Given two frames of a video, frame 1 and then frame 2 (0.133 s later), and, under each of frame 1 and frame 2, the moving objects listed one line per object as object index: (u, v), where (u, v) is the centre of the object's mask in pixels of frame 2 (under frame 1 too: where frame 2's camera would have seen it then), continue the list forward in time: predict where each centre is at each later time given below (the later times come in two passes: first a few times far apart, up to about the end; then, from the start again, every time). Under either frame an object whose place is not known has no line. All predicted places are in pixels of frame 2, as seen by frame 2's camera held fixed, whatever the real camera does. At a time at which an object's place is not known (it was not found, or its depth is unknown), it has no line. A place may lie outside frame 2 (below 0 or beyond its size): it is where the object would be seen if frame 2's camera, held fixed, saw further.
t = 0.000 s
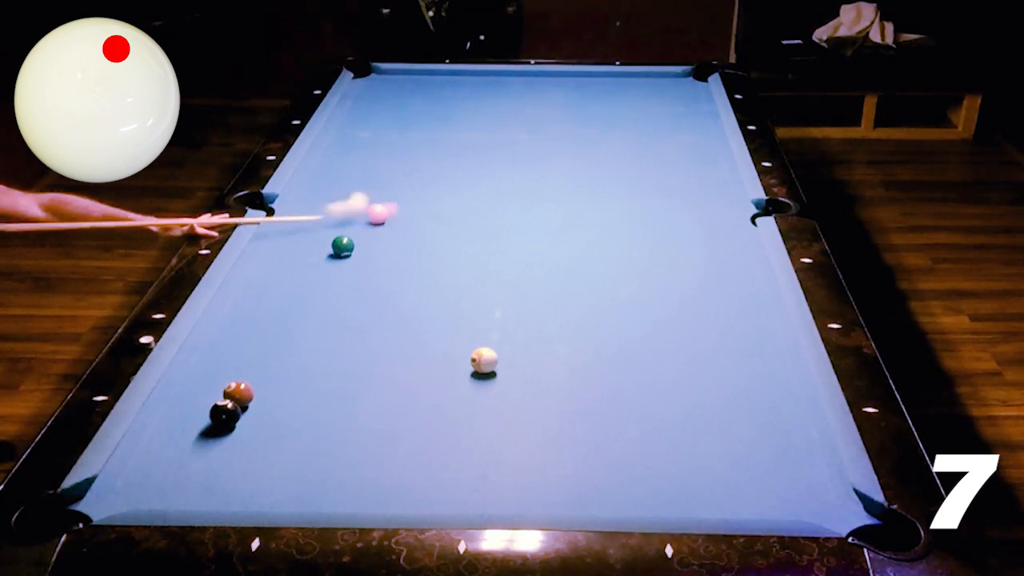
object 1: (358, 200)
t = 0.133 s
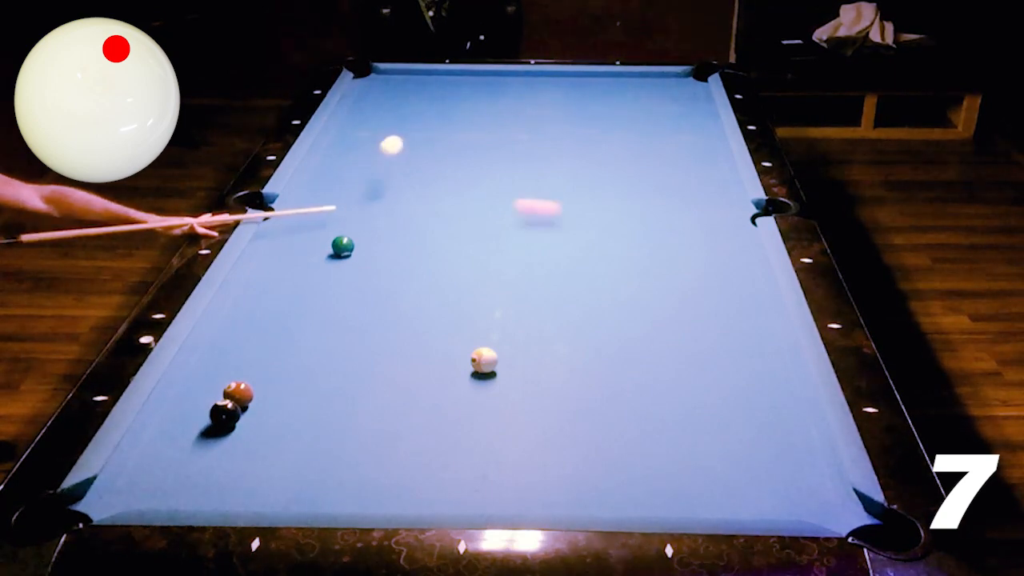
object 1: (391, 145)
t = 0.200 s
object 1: (409, 137)
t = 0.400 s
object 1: (466, 124)
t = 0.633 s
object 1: (540, 97)
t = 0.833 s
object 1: (610, 75)
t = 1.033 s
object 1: (655, 90)
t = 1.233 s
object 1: (702, 104)
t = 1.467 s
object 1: (687, 121)
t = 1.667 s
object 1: (666, 137)
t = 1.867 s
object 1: (645, 152)
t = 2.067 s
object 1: (622, 169)
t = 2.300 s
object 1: (595, 190)
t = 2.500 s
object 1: (570, 208)
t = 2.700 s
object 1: (544, 228)
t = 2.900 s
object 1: (517, 248)
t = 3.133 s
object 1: (484, 273)
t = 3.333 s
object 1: (453, 295)
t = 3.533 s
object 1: (421, 319)
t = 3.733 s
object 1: (388, 344)
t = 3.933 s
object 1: (353, 370)
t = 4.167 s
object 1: (310, 402)
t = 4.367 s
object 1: (270, 431)
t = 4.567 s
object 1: (230, 462)
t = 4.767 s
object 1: (188, 493)
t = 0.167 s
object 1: (400, 139)
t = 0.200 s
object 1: (409, 137)
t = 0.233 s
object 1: (418, 138)
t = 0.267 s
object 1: (427, 143)
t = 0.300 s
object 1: (435, 148)
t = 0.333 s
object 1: (445, 139)
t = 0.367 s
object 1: (456, 130)
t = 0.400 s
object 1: (466, 124)
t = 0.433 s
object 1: (475, 123)
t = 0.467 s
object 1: (485, 121)
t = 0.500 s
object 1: (496, 115)
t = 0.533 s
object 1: (506, 110)
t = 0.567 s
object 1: (517, 106)
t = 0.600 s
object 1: (529, 102)
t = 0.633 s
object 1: (540, 97)
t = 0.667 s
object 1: (552, 92)
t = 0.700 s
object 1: (565, 88)
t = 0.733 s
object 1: (577, 84)
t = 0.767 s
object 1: (589, 80)
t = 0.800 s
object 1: (601, 76)
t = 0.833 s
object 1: (610, 75)
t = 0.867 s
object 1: (617, 78)
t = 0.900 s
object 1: (625, 80)
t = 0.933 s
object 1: (632, 83)
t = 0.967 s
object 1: (640, 85)
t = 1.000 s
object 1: (647, 87)
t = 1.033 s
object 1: (655, 90)
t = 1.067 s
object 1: (662, 92)
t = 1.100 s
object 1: (670, 94)
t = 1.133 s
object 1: (678, 97)
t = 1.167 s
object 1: (686, 99)
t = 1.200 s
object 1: (693, 101)
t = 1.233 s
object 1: (702, 104)
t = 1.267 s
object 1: (706, 106)
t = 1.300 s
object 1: (703, 109)
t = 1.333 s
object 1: (701, 111)
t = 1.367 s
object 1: (697, 114)
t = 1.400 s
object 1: (694, 116)
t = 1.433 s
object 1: (691, 118)
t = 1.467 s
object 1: (687, 121)
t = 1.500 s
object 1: (684, 124)
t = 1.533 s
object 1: (680, 126)
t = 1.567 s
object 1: (677, 129)
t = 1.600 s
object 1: (674, 131)
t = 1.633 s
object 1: (670, 134)
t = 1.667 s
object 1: (666, 137)
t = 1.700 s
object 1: (663, 139)
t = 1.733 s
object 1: (659, 141)
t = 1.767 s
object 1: (656, 144)
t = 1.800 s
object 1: (652, 147)
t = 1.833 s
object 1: (649, 150)
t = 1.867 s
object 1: (645, 152)
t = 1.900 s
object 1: (641, 155)
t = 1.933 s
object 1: (637, 158)
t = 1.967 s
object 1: (633, 161)
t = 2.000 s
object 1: (630, 164)
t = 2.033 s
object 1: (626, 166)
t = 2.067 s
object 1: (622, 169)
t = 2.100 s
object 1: (619, 172)
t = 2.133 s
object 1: (614, 175)
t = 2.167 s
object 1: (611, 178)
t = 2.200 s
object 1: (607, 181)
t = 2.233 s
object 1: (603, 184)
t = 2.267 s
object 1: (599, 187)
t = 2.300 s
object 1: (595, 190)
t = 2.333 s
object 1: (591, 193)
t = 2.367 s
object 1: (587, 196)
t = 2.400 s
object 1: (583, 199)
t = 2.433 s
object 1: (578, 202)
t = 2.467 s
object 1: (574, 205)
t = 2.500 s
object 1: (570, 208)
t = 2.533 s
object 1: (566, 212)
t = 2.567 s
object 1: (562, 215)
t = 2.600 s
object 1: (557, 218)
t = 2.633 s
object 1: (553, 221)
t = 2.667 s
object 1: (549, 224)
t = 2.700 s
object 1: (544, 228)
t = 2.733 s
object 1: (540, 231)
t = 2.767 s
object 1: (536, 234)
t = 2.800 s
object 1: (531, 238)
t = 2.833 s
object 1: (527, 241)
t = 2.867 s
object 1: (522, 245)
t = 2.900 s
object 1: (517, 248)
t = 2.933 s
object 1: (512, 252)
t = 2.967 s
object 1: (508, 255)
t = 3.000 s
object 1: (503, 259)
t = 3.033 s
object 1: (499, 263)
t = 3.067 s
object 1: (494, 266)
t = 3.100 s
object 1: (489, 270)
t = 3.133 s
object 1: (484, 273)
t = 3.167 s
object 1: (479, 277)
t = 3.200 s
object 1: (474, 281)
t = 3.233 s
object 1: (468, 284)
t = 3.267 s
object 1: (464, 288)
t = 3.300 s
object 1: (459, 292)
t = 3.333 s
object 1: (453, 295)
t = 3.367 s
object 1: (448, 299)
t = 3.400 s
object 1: (443, 303)
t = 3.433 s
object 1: (437, 307)
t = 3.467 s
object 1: (433, 311)
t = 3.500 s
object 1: (427, 315)
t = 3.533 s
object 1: (421, 319)
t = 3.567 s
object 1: (416, 323)
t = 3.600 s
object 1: (410, 328)
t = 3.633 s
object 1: (405, 332)
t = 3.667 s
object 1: (399, 336)
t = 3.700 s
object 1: (394, 340)
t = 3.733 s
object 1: (388, 344)
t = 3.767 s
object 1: (382, 349)
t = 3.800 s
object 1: (377, 353)
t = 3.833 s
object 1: (370, 357)
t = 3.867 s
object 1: (365, 362)
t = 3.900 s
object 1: (359, 366)
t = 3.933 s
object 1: (353, 370)
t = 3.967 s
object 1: (347, 375)
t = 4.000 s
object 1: (341, 380)
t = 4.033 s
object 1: (335, 384)
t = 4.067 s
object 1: (329, 389)
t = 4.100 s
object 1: (322, 394)
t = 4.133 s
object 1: (316, 398)
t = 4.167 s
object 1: (310, 402)
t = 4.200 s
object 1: (303, 408)
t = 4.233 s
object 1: (297, 412)
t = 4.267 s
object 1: (291, 416)
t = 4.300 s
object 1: (284, 422)
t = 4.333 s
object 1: (277, 427)
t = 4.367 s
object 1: (270, 431)
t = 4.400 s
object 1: (263, 437)
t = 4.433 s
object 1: (257, 442)
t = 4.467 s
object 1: (250, 447)
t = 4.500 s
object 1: (243, 452)
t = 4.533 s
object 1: (236, 457)
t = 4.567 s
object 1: (230, 462)
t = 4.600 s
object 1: (223, 467)
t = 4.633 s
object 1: (215, 472)
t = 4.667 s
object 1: (209, 477)
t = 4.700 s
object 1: (202, 482)
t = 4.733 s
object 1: (194, 488)
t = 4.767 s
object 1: (188, 493)
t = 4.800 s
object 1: (180, 496)
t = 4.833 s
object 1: (174, 499)
